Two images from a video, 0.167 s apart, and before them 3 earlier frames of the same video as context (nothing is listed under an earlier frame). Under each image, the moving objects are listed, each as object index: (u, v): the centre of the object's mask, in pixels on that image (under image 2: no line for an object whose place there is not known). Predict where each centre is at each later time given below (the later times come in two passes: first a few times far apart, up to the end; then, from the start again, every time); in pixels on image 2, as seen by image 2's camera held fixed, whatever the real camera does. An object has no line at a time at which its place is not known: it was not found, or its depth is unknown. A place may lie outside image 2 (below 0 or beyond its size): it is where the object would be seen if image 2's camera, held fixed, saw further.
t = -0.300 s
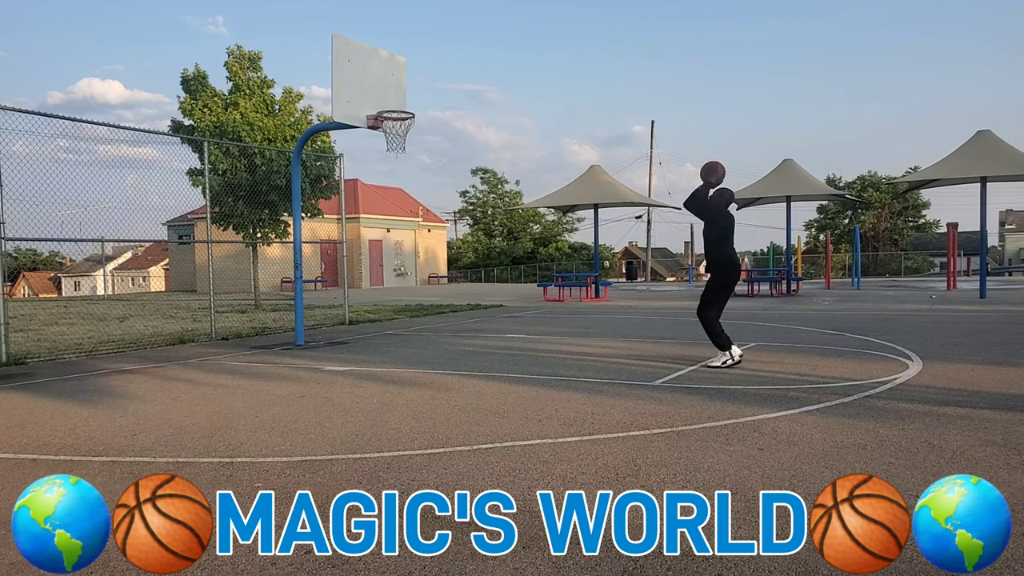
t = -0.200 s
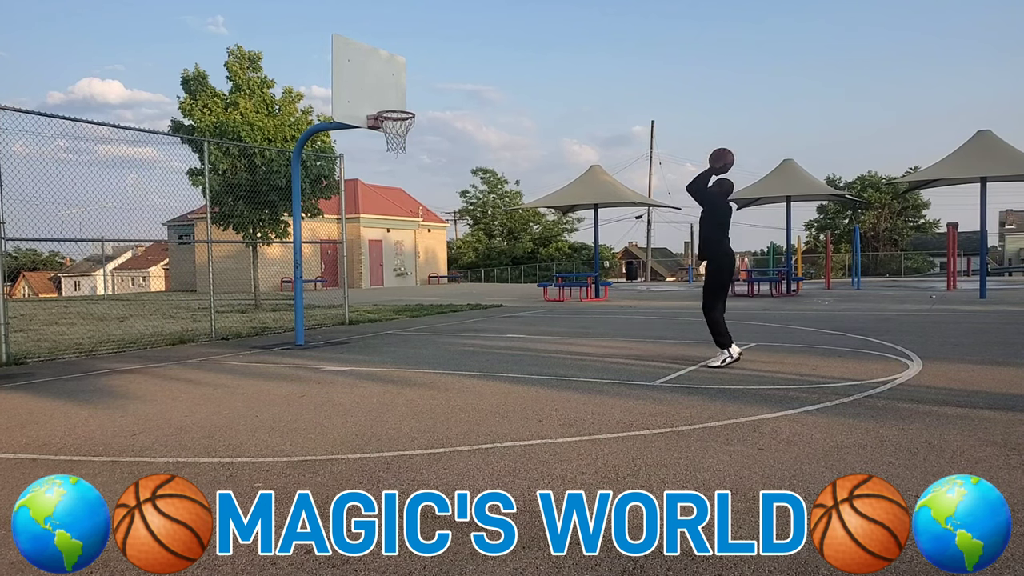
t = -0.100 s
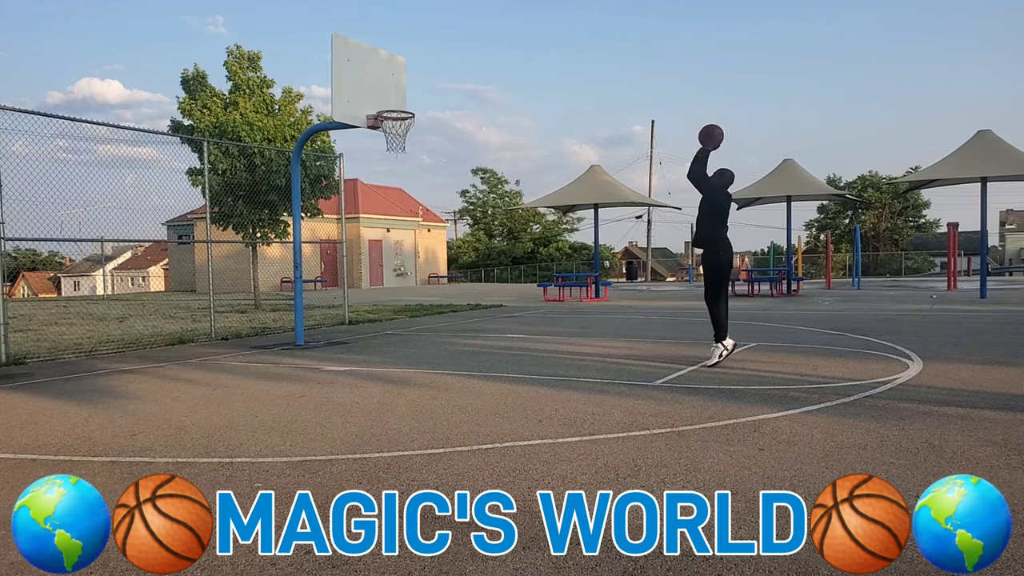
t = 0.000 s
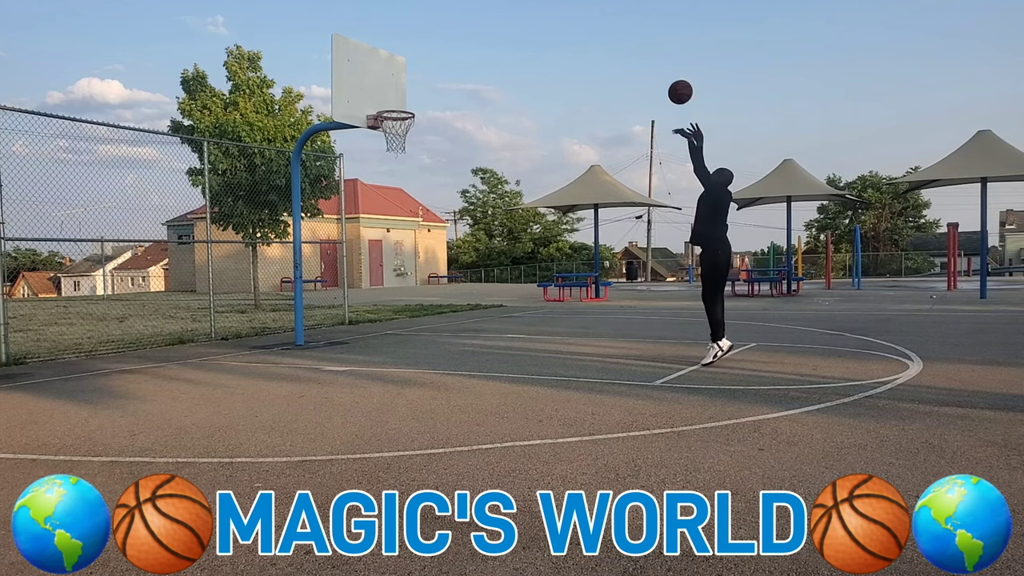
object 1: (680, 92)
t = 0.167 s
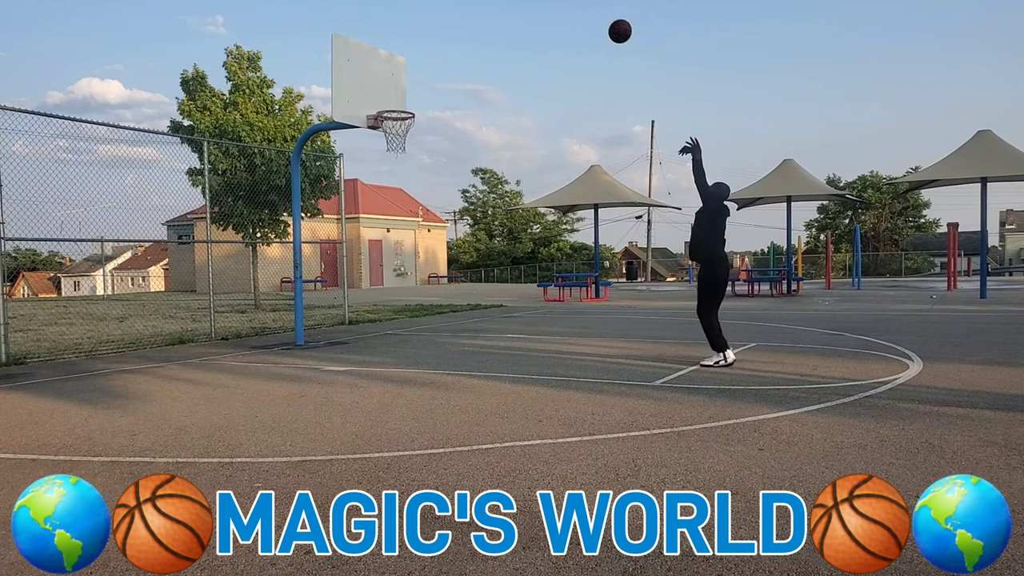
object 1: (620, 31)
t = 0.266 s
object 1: (586, 10)
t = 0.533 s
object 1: (504, 4)
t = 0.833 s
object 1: (426, 54)
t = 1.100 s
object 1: (389, 136)
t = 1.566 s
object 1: (430, 279)
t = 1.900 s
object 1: (461, 264)
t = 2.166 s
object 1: (486, 220)
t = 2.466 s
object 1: (517, 228)
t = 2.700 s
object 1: (539, 277)
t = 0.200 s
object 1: (608, 22)
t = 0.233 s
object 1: (597, 15)
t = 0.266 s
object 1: (586, 10)
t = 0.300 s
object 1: (575, 7)
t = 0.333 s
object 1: (564, 5)
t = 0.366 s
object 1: (554, 4)
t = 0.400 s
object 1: (544, 3)
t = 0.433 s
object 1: (533, 2)
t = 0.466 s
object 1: (524, 3)
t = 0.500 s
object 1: (514, 3)
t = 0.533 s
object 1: (504, 4)
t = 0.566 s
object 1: (495, 5)
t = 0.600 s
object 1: (486, 7)
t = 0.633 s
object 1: (477, 9)
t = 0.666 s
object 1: (468, 15)
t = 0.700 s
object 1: (459, 21)
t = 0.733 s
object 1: (451, 28)
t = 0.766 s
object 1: (442, 36)
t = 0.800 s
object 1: (434, 45)
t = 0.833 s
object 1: (426, 54)
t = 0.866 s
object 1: (418, 65)
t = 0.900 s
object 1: (410, 76)
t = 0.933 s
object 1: (403, 87)
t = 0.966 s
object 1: (395, 100)
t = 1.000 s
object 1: (390, 111)
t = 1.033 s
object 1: (384, 121)
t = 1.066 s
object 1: (386, 127)
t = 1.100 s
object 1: (389, 136)
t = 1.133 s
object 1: (392, 141)
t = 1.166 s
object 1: (395, 148)
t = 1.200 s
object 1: (398, 155)
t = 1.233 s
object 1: (401, 162)
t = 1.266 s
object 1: (404, 171)
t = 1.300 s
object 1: (407, 180)
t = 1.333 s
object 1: (410, 190)
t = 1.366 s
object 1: (413, 201)
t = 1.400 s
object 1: (416, 212)
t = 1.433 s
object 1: (419, 224)
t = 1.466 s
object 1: (422, 237)
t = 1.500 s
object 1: (425, 250)
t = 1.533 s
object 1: (427, 264)
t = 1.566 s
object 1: (430, 279)
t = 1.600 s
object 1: (433, 294)
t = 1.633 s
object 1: (436, 310)
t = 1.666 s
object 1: (438, 327)
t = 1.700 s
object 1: (441, 329)
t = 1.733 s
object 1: (445, 317)
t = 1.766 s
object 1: (448, 305)
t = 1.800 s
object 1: (451, 293)
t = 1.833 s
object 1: (454, 282)
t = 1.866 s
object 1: (458, 273)
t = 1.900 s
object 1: (461, 264)
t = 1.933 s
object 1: (464, 256)
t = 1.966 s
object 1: (467, 249)
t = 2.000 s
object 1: (470, 243)
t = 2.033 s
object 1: (473, 236)
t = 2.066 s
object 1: (477, 231)
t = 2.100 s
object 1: (480, 227)
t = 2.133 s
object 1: (483, 223)
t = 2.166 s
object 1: (486, 220)
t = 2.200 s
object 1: (489, 218)
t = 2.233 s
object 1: (494, 216)
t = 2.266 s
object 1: (496, 216)
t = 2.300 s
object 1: (500, 217)
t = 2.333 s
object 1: (502, 217)
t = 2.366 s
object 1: (507, 219)
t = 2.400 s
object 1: (509, 221)
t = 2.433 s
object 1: (513, 223)
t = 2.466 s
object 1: (517, 228)
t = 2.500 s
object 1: (520, 233)
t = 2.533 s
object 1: (523, 239)
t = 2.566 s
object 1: (527, 245)
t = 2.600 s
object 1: (530, 251)
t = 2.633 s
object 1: (533, 259)
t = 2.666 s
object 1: (536, 267)
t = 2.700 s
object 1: (539, 277)
